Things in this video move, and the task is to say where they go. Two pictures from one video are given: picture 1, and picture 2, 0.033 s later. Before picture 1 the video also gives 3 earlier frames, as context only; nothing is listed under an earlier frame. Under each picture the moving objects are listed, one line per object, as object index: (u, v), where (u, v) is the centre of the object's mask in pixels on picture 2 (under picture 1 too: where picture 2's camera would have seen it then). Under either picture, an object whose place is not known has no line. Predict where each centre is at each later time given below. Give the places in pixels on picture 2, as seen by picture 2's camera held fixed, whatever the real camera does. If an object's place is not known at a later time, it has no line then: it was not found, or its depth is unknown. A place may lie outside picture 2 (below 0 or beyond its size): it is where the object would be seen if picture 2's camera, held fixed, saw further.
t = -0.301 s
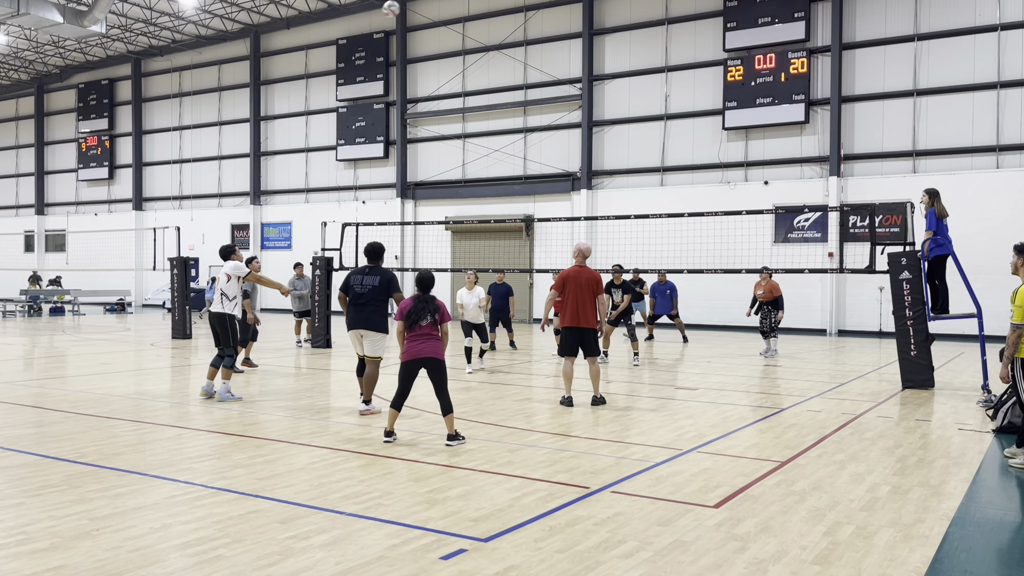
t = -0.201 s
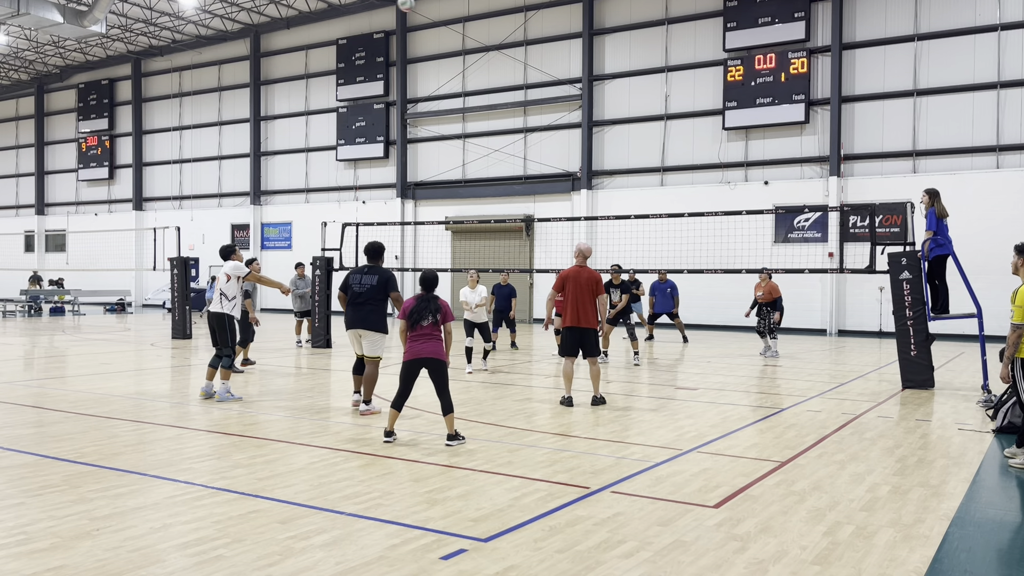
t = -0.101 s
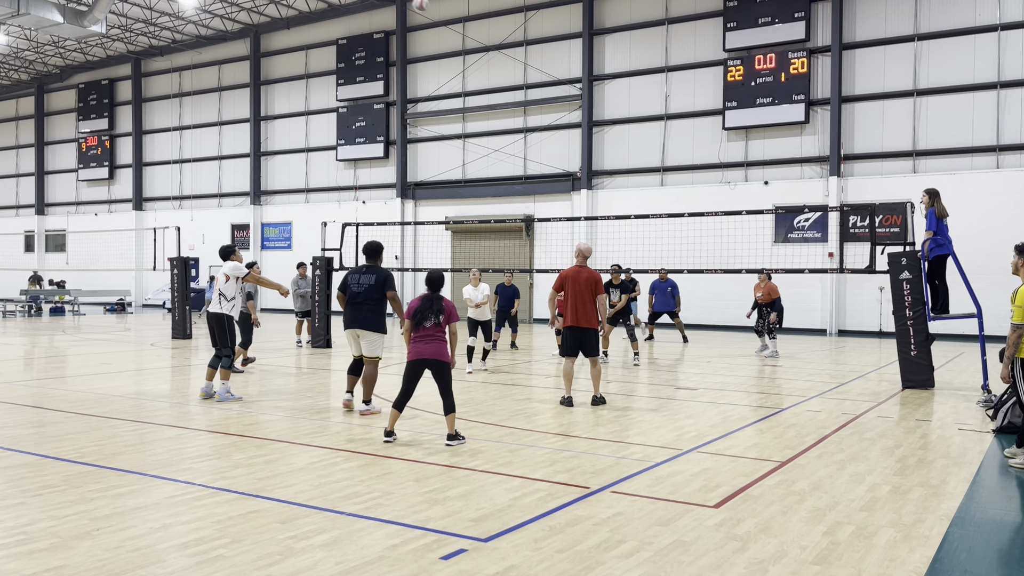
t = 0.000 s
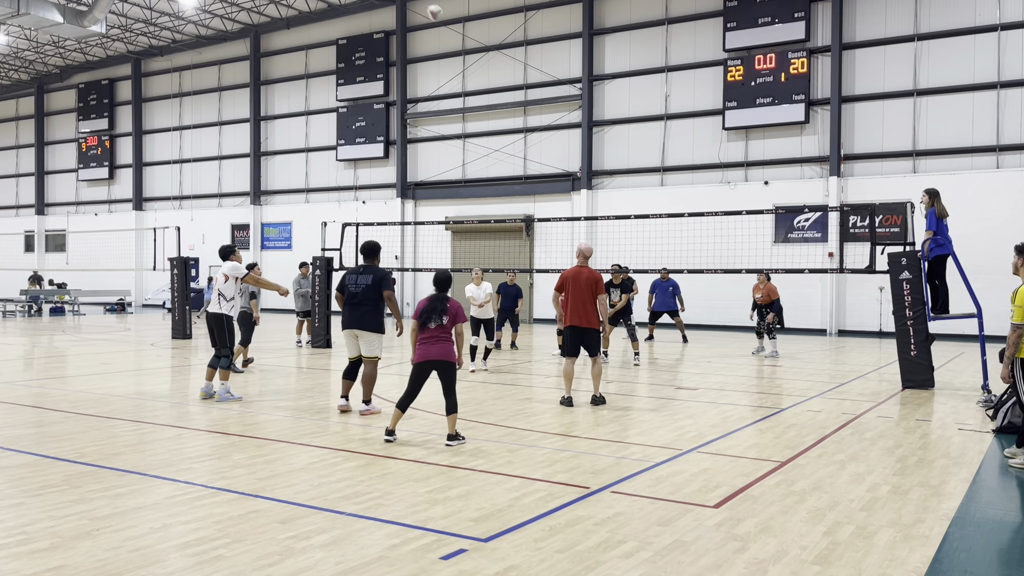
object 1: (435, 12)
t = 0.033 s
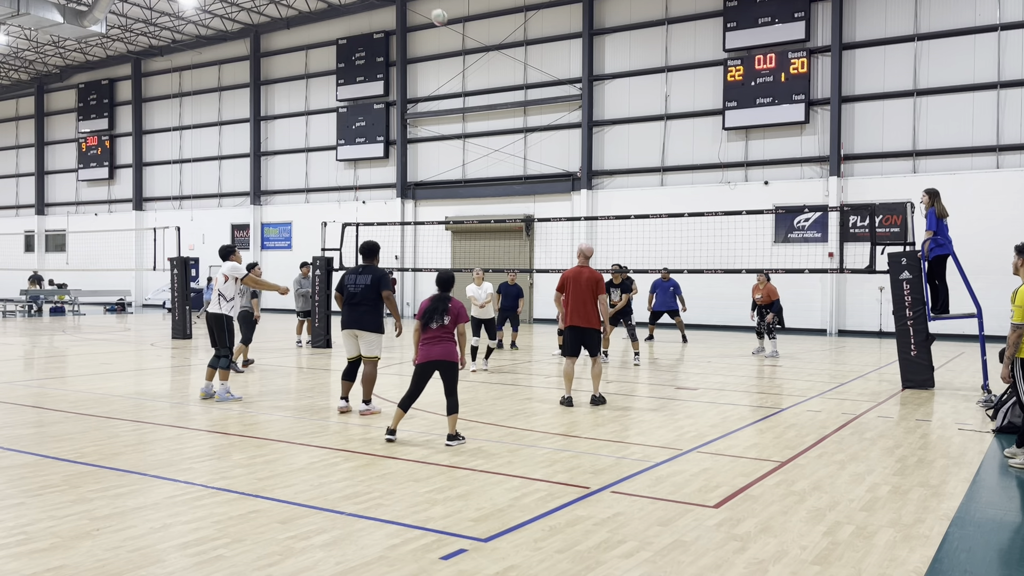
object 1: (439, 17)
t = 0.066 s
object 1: (443, 21)
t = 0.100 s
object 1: (448, 27)
